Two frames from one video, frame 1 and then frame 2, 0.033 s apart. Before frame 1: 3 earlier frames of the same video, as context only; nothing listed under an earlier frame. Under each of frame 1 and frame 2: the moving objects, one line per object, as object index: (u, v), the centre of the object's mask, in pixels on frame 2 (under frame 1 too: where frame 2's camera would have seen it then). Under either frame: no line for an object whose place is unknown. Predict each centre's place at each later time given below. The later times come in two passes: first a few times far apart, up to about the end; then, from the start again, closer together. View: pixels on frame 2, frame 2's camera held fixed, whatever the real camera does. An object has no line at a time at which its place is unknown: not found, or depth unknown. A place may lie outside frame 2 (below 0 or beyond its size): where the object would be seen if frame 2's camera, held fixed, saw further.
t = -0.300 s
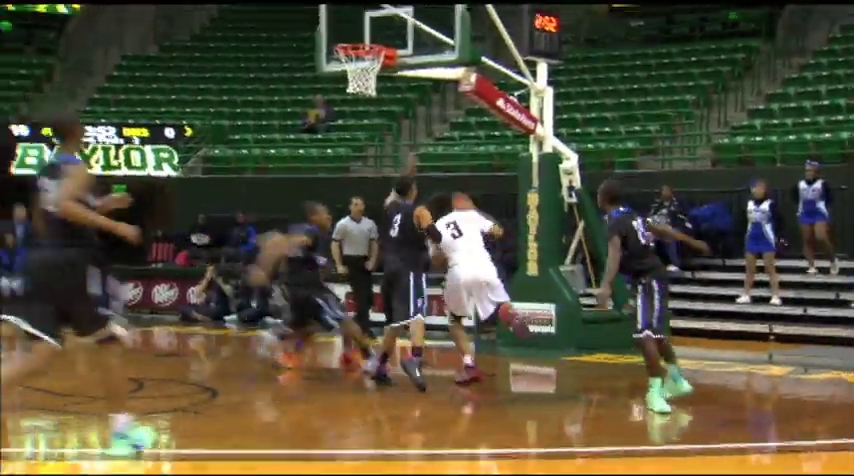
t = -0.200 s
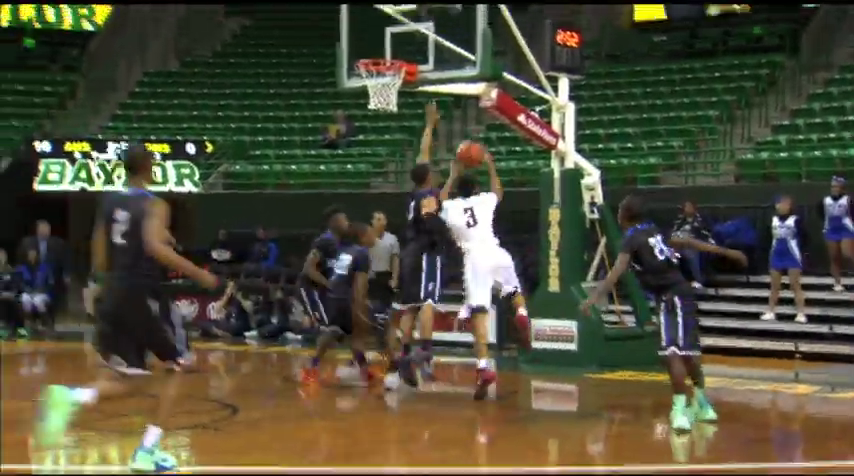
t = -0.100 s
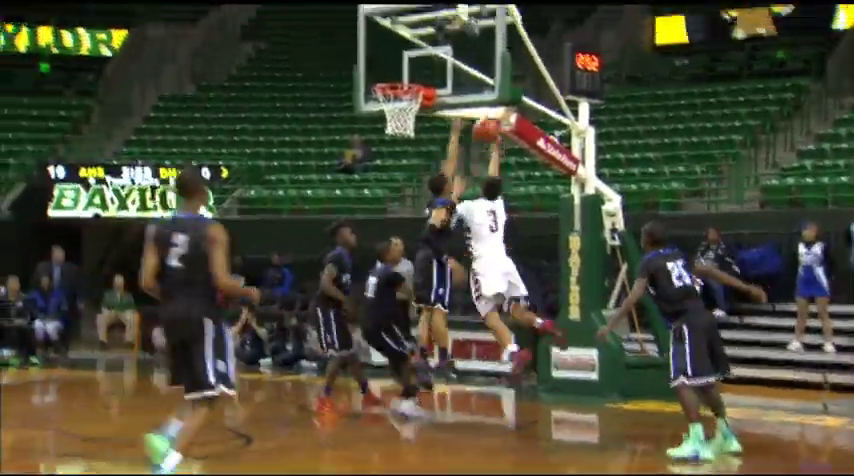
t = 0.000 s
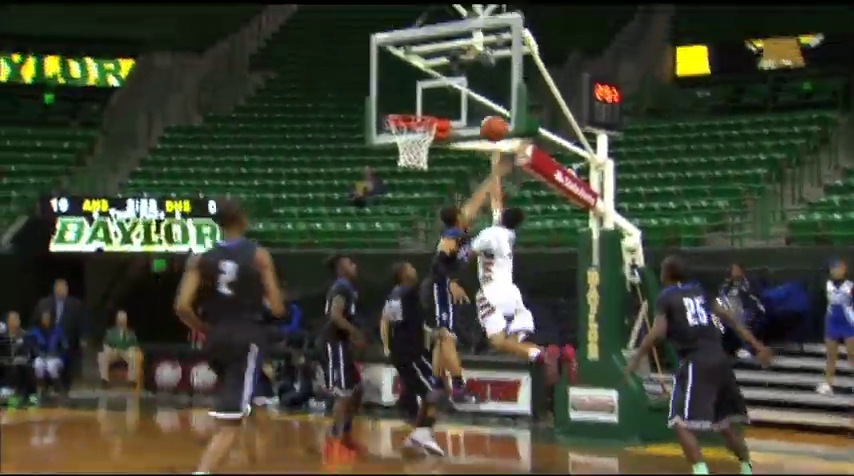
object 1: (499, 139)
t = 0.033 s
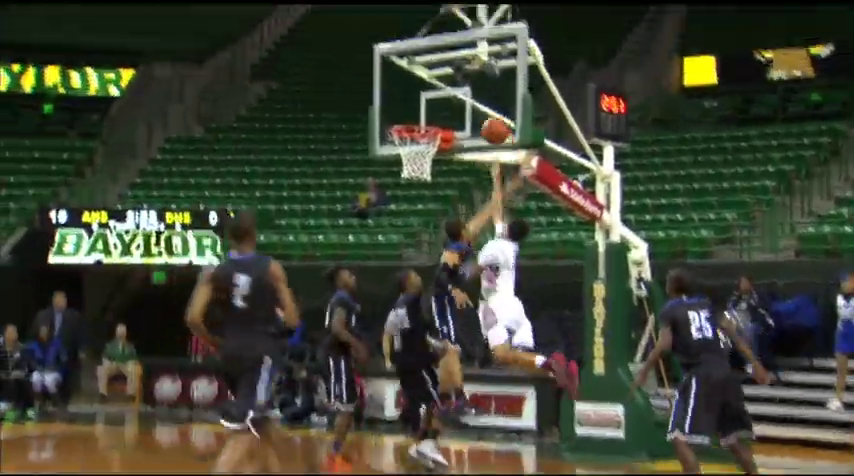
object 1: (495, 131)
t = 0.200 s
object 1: (479, 105)
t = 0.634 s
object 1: (409, 119)
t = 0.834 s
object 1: (419, 141)
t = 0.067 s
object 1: (493, 123)
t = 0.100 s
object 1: (489, 116)
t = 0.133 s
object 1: (485, 111)
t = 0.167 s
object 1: (483, 107)
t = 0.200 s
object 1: (479, 105)
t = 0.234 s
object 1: (473, 100)
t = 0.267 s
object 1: (465, 98)
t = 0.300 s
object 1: (458, 96)
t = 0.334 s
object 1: (452, 97)
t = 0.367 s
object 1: (445, 97)
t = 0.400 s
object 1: (439, 99)
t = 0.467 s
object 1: (426, 105)
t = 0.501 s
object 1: (419, 111)
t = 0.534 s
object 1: (413, 116)
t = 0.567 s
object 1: (411, 118)
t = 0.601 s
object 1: (410, 118)
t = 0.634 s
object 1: (409, 119)
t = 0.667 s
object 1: (408, 124)
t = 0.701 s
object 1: (407, 130)
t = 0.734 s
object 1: (408, 132)
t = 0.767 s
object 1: (411, 134)
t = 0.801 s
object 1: (416, 137)
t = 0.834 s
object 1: (419, 141)
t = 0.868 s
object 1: (420, 146)
